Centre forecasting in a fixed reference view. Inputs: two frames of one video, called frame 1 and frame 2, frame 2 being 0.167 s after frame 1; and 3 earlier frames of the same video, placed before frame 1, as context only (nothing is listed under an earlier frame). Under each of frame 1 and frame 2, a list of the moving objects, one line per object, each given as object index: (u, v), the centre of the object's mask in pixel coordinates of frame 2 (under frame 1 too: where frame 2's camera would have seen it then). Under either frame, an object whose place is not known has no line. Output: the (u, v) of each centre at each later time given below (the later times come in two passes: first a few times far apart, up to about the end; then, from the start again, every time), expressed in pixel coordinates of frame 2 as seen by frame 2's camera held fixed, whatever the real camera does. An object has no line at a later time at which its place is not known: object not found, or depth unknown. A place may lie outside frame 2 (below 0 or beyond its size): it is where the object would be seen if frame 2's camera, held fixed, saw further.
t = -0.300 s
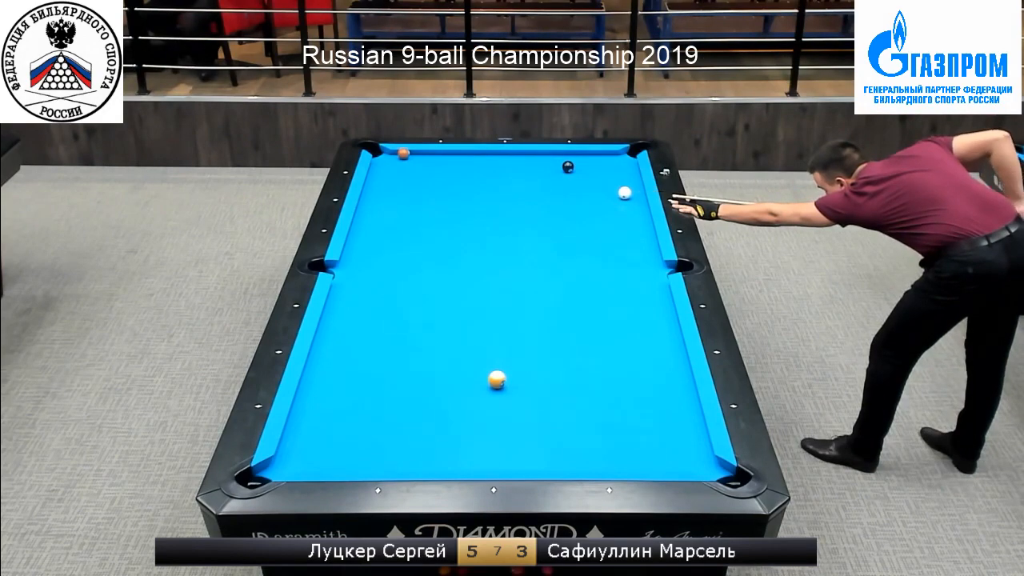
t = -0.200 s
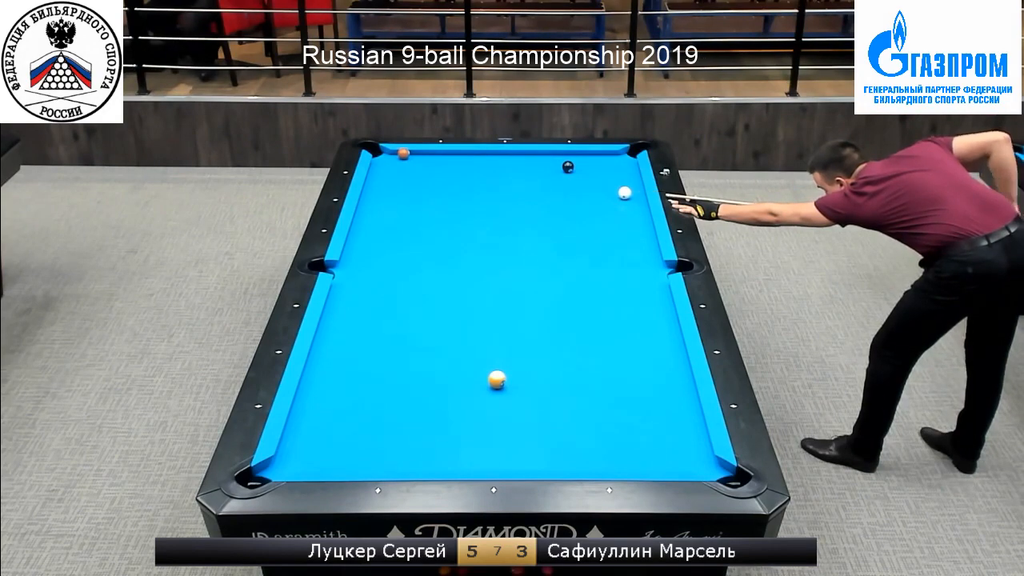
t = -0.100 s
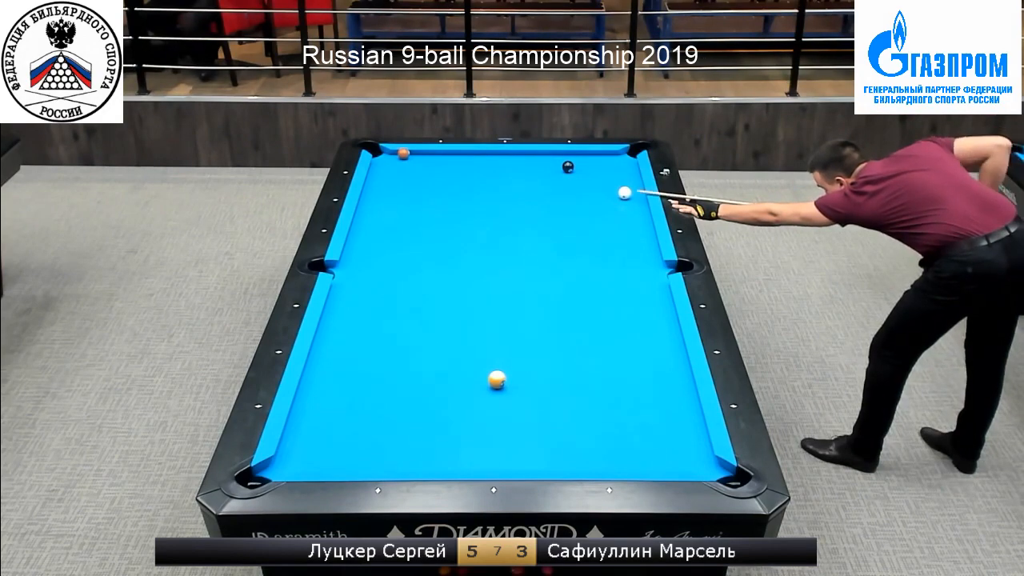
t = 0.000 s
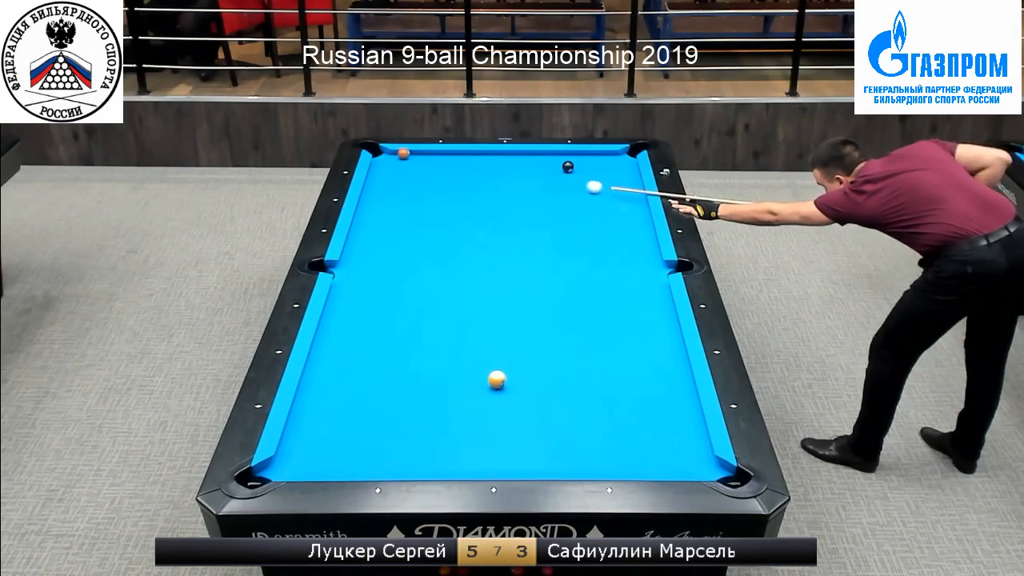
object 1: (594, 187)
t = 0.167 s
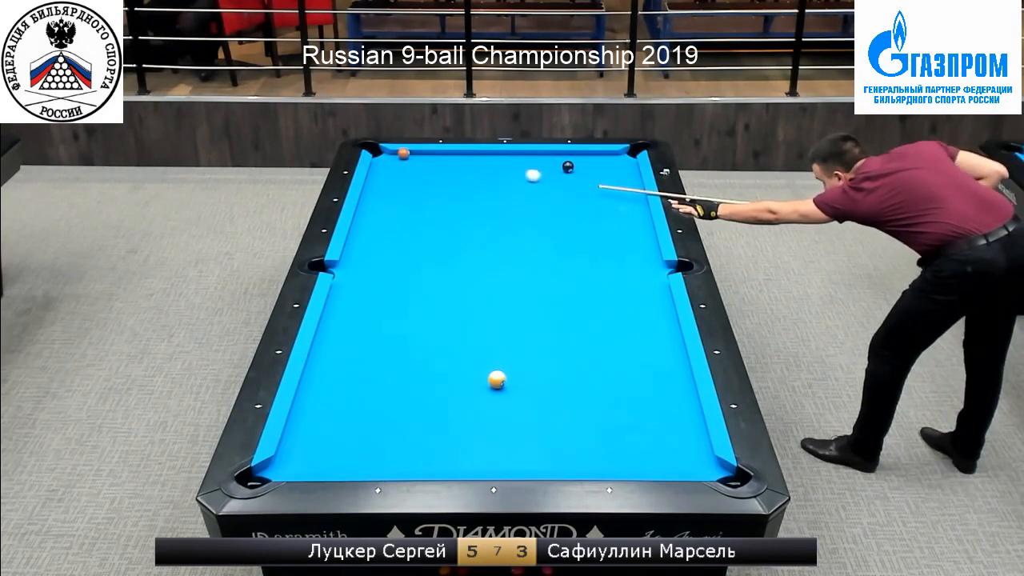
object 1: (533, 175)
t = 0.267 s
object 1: (497, 169)
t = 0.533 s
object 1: (415, 153)
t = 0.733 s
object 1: (409, 161)
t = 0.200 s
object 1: (521, 173)
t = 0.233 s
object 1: (509, 171)
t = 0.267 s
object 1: (497, 169)
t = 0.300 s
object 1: (486, 167)
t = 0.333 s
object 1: (475, 165)
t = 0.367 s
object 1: (463, 162)
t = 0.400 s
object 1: (452, 160)
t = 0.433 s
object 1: (441, 158)
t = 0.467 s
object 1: (431, 156)
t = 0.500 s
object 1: (420, 154)
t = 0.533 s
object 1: (415, 153)
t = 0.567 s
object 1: (415, 154)
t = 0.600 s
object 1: (415, 156)
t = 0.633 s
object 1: (414, 157)
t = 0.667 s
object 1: (412, 158)
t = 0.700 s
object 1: (411, 160)
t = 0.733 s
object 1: (409, 161)
